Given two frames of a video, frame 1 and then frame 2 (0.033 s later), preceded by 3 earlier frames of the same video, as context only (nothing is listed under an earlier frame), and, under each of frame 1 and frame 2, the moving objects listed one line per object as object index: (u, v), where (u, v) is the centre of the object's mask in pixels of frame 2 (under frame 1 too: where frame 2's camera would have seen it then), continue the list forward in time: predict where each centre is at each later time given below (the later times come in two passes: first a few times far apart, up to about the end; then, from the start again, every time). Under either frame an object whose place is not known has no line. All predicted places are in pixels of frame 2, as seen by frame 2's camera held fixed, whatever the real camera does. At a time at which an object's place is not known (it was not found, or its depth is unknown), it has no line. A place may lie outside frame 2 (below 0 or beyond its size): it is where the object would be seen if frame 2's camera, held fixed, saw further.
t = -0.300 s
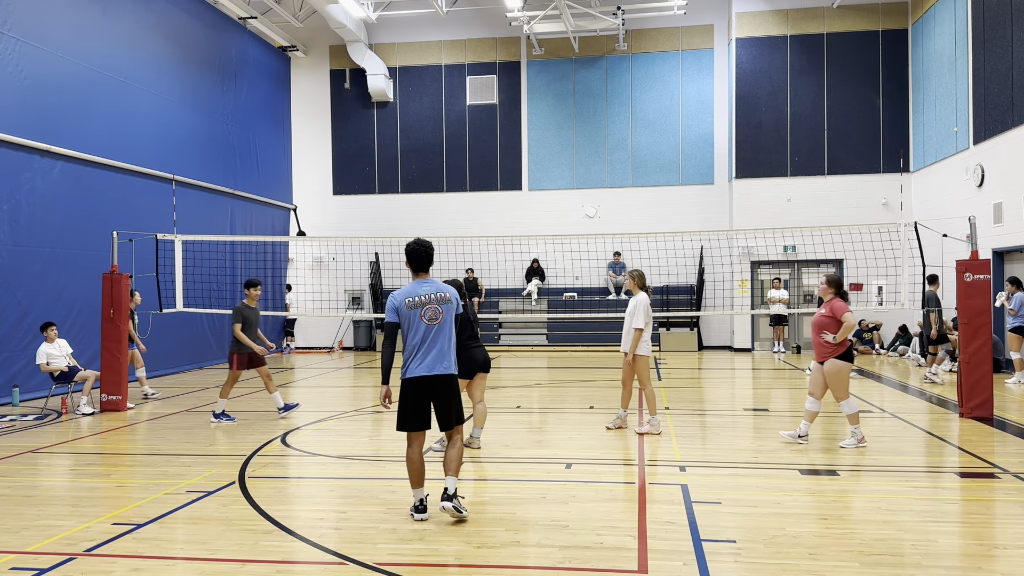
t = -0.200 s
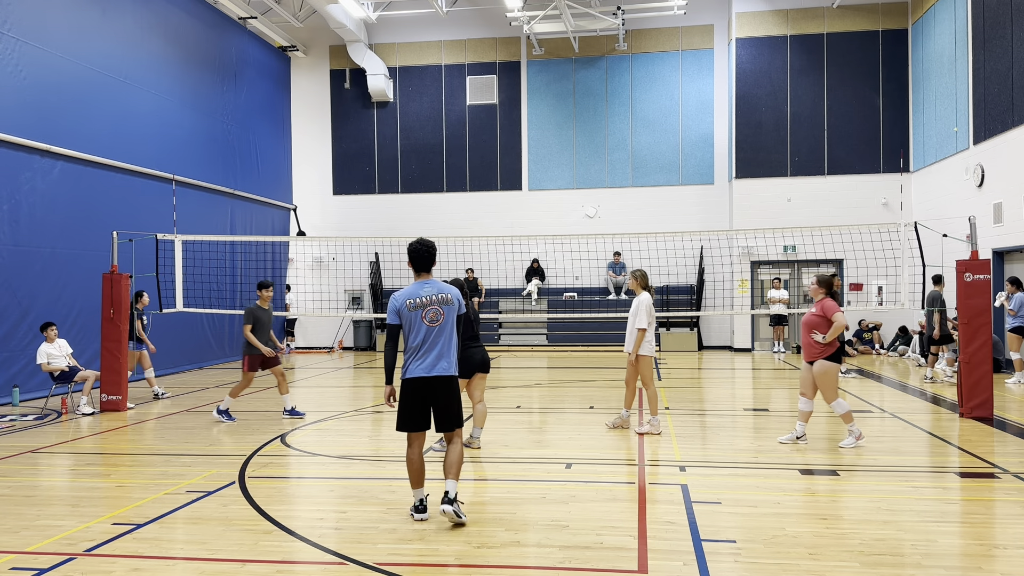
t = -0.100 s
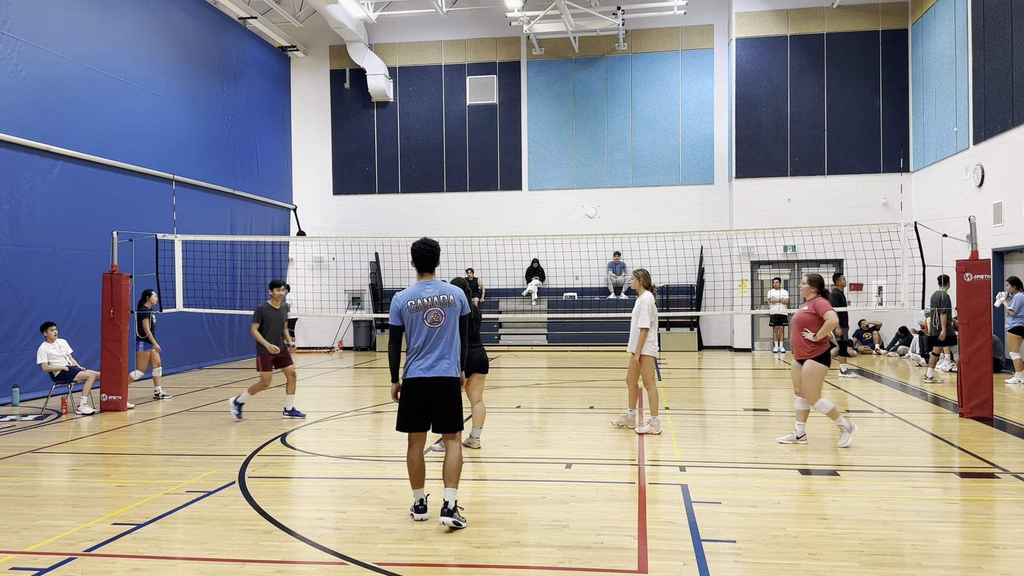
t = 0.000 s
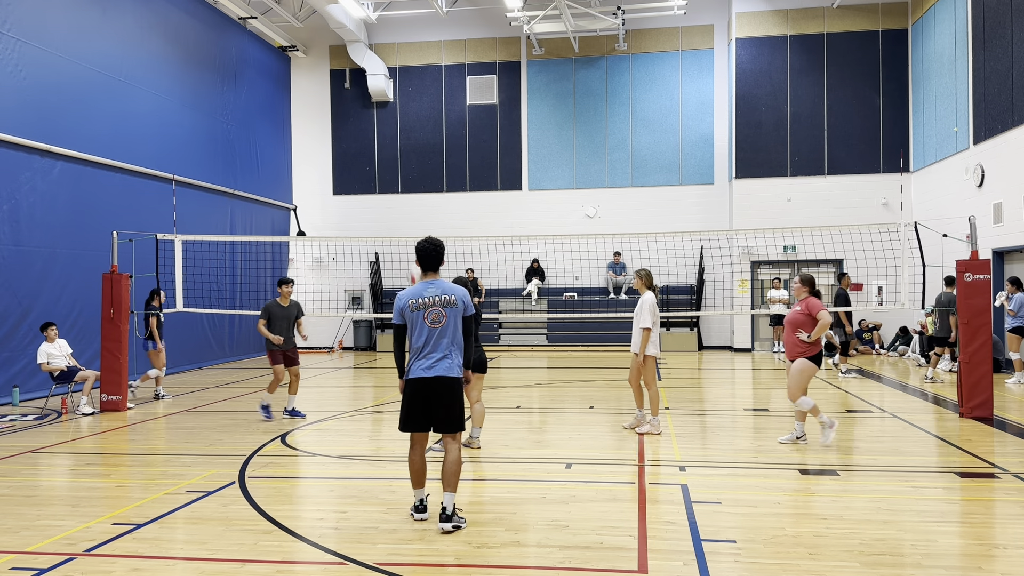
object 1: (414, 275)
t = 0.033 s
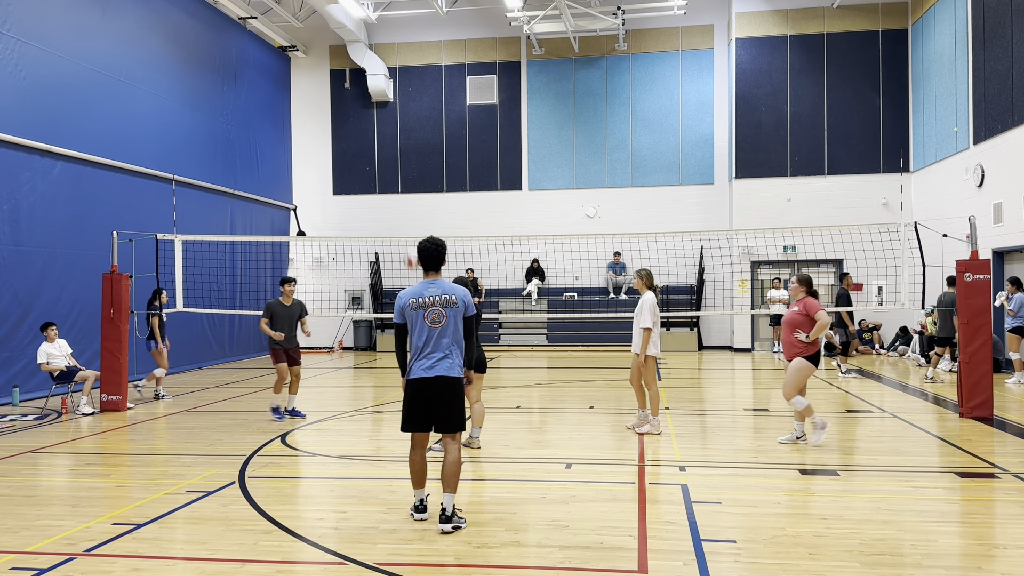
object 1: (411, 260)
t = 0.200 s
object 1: (396, 192)
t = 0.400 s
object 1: (378, 151)
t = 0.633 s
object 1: (359, 149)
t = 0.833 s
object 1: (344, 182)
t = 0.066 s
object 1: (409, 243)
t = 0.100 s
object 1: (406, 230)
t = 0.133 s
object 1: (402, 217)
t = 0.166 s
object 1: (399, 203)
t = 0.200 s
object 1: (396, 192)
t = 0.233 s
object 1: (393, 183)
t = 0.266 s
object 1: (390, 175)
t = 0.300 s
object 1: (387, 167)
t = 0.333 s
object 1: (384, 161)
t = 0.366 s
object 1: (381, 156)
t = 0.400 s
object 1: (378, 151)
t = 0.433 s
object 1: (375, 148)
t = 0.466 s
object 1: (372, 146)
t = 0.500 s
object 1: (369, 144)
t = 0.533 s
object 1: (366, 144)
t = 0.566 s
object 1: (364, 145)
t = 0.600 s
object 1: (361, 146)
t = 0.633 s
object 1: (359, 149)
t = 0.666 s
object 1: (356, 152)
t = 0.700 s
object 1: (354, 156)
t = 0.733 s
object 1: (351, 161)
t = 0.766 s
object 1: (349, 168)
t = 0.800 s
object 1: (347, 174)
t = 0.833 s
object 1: (344, 182)
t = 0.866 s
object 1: (342, 189)
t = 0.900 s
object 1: (340, 198)
